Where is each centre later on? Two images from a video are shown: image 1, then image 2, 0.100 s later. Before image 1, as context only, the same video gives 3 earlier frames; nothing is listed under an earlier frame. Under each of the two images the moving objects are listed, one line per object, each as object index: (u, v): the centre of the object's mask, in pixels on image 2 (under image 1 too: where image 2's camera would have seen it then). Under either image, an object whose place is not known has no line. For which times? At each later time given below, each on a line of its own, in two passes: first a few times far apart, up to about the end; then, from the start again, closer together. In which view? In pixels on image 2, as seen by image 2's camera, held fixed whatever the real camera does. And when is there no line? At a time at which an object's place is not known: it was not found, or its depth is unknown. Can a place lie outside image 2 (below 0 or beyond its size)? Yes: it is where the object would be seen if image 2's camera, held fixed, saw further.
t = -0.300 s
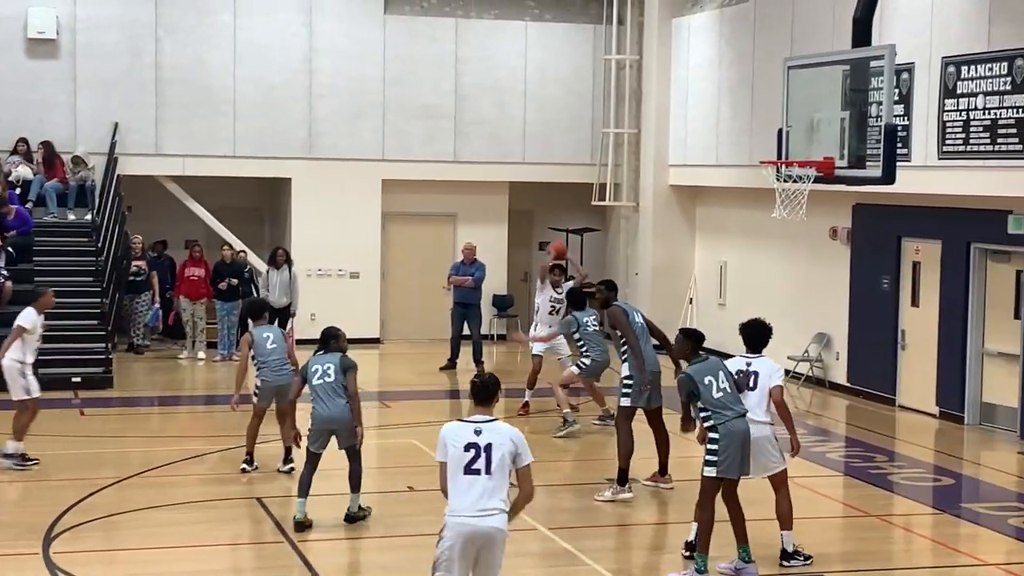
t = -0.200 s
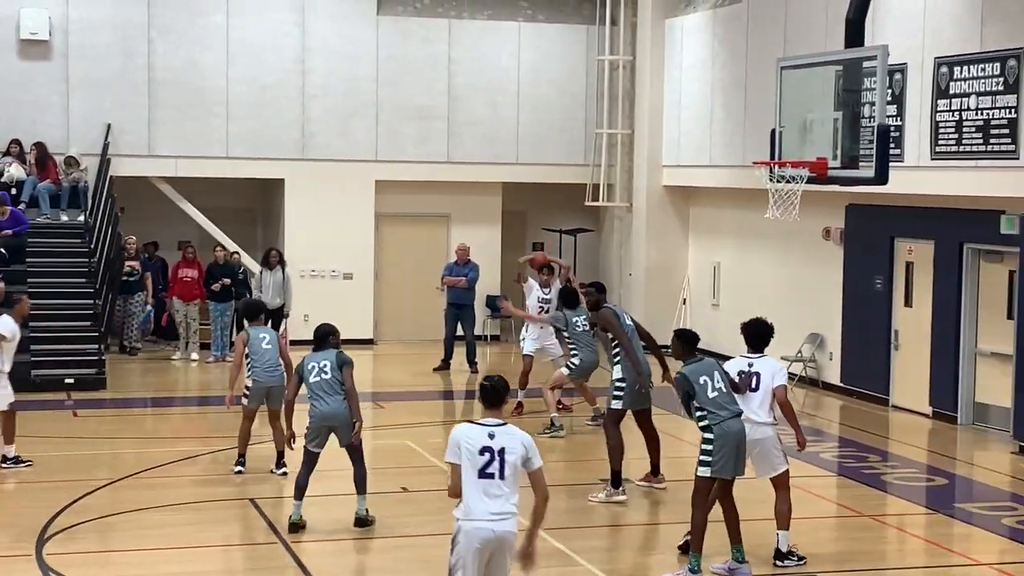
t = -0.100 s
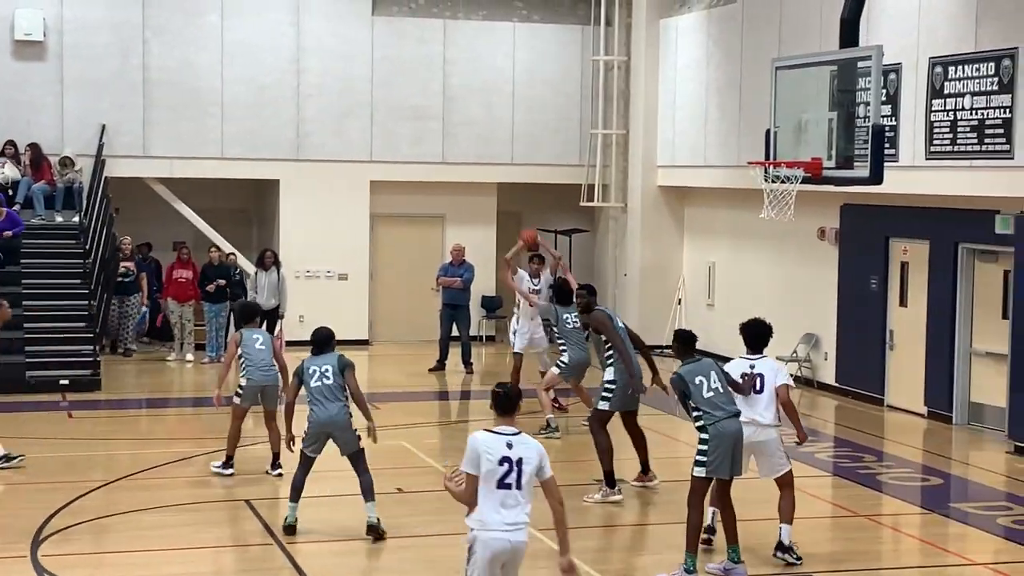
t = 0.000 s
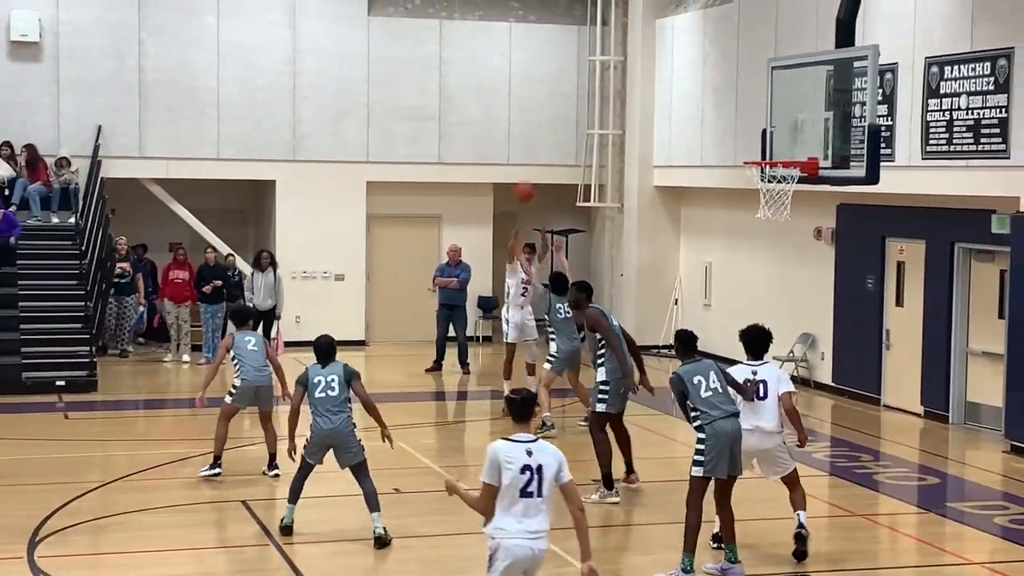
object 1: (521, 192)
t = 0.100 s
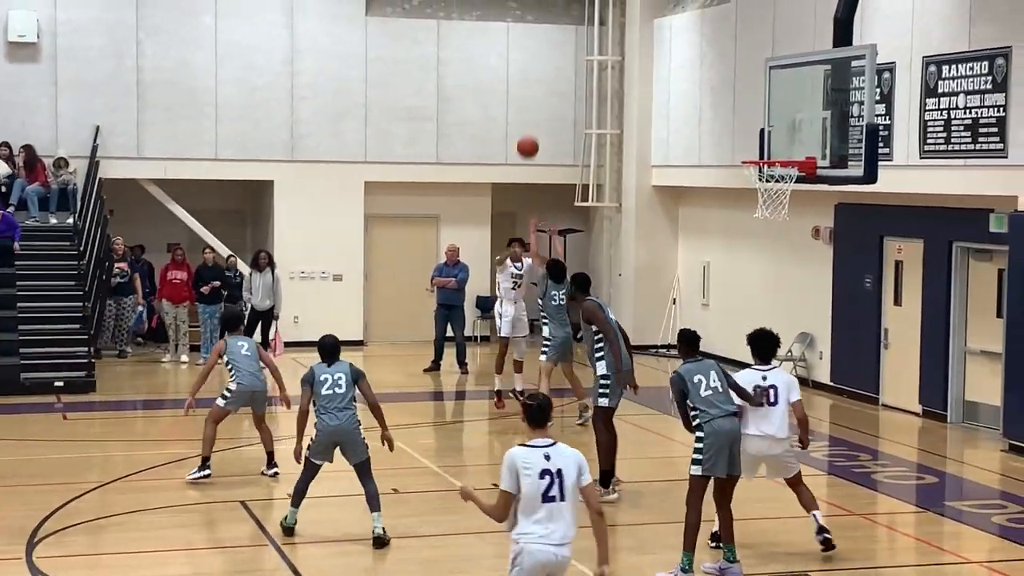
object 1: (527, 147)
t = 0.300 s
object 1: (541, 71)
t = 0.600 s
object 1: (564, 14)
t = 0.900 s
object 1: (593, 63)
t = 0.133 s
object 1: (529, 133)
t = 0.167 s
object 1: (532, 120)
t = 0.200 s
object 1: (534, 106)
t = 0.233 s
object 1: (536, 94)
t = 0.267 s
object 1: (539, 82)
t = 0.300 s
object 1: (541, 71)
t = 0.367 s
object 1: (545, 52)
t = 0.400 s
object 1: (548, 43)
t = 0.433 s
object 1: (550, 36)
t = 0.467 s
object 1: (553, 29)
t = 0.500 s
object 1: (556, 23)
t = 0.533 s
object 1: (559, 18)
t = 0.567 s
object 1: (562, 15)
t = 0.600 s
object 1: (564, 14)
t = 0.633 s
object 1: (567, 13)
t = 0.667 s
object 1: (571, 13)
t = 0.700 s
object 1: (574, 14)
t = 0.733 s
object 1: (577, 16)
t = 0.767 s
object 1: (580, 21)
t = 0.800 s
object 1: (583, 28)
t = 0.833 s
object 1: (587, 38)
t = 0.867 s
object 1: (590, 49)
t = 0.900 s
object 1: (593, 63)
